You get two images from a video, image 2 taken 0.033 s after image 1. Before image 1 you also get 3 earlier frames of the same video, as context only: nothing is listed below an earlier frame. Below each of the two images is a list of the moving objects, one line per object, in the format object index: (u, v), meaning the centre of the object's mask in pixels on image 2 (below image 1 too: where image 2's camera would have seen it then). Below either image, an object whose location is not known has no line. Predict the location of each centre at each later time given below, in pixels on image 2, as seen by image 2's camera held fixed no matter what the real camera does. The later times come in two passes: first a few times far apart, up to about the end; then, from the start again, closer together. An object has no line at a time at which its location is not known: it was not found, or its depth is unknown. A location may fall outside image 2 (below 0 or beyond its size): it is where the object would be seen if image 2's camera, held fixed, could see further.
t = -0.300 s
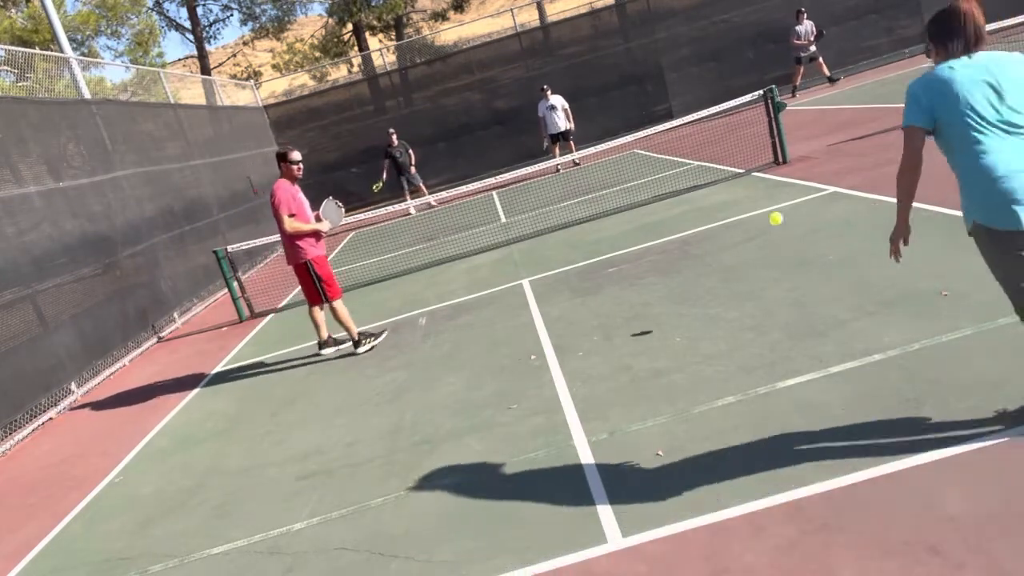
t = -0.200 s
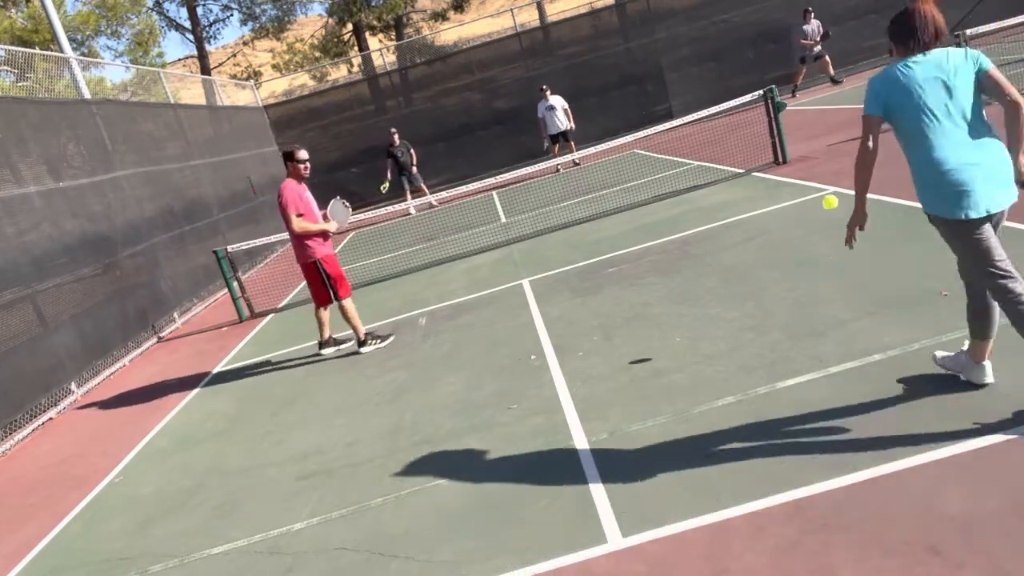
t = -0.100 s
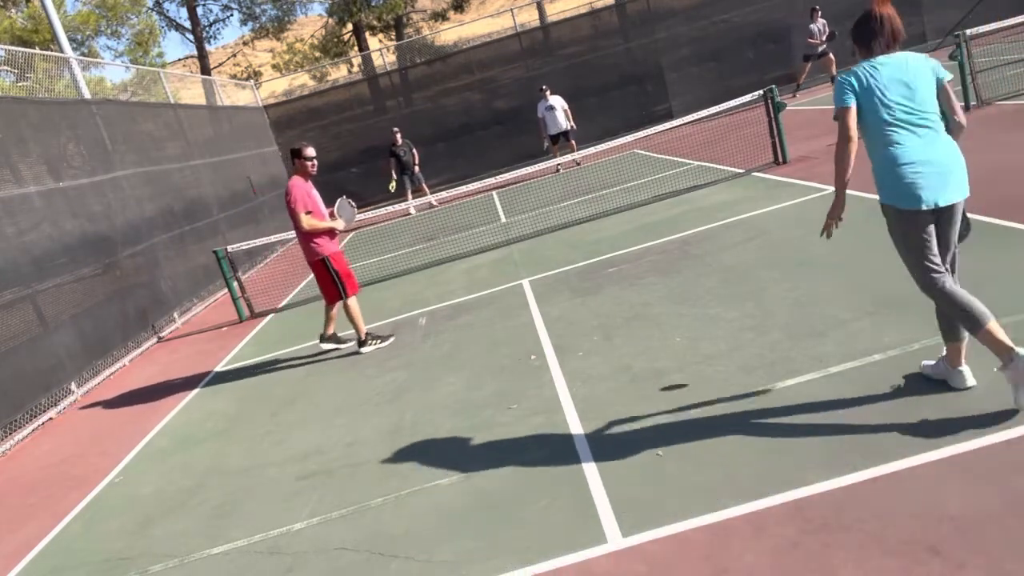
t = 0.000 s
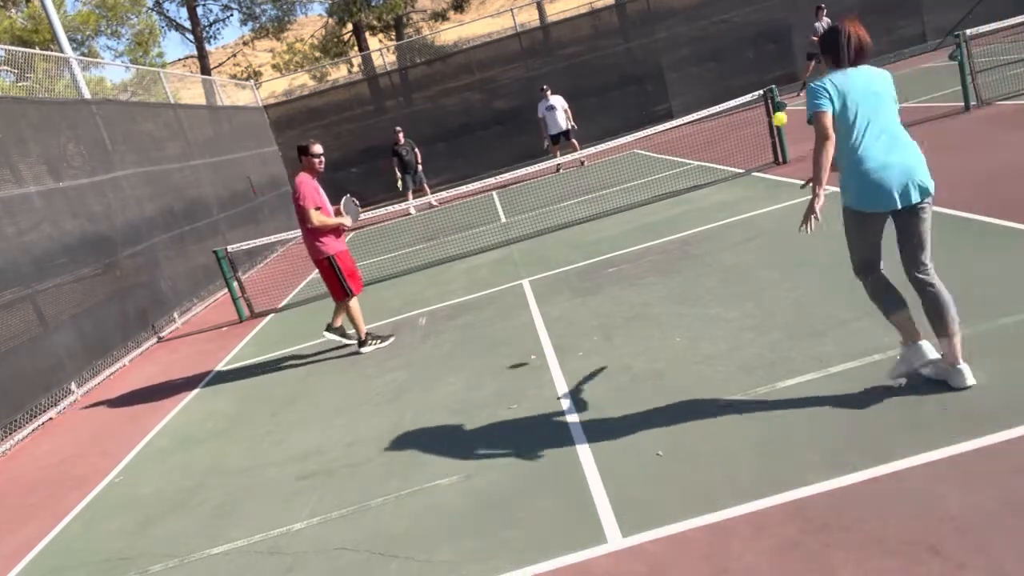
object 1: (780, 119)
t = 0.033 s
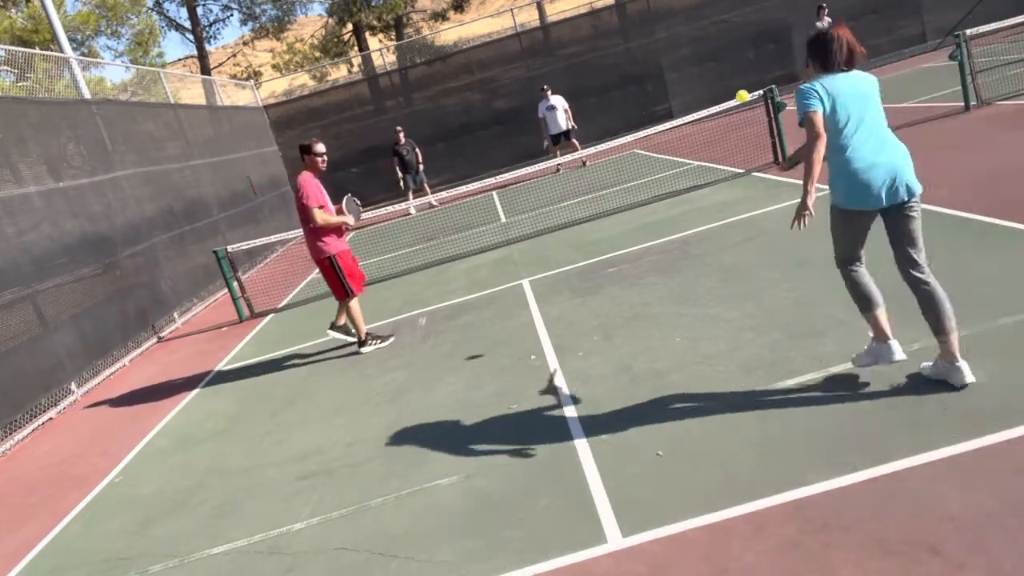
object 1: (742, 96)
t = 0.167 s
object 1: (626, 41)
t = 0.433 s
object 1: (556, 39)
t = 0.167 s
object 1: (626, 41)
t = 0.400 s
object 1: (562, 36)
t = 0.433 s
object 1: (556, 39)
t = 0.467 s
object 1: (550, 42)
